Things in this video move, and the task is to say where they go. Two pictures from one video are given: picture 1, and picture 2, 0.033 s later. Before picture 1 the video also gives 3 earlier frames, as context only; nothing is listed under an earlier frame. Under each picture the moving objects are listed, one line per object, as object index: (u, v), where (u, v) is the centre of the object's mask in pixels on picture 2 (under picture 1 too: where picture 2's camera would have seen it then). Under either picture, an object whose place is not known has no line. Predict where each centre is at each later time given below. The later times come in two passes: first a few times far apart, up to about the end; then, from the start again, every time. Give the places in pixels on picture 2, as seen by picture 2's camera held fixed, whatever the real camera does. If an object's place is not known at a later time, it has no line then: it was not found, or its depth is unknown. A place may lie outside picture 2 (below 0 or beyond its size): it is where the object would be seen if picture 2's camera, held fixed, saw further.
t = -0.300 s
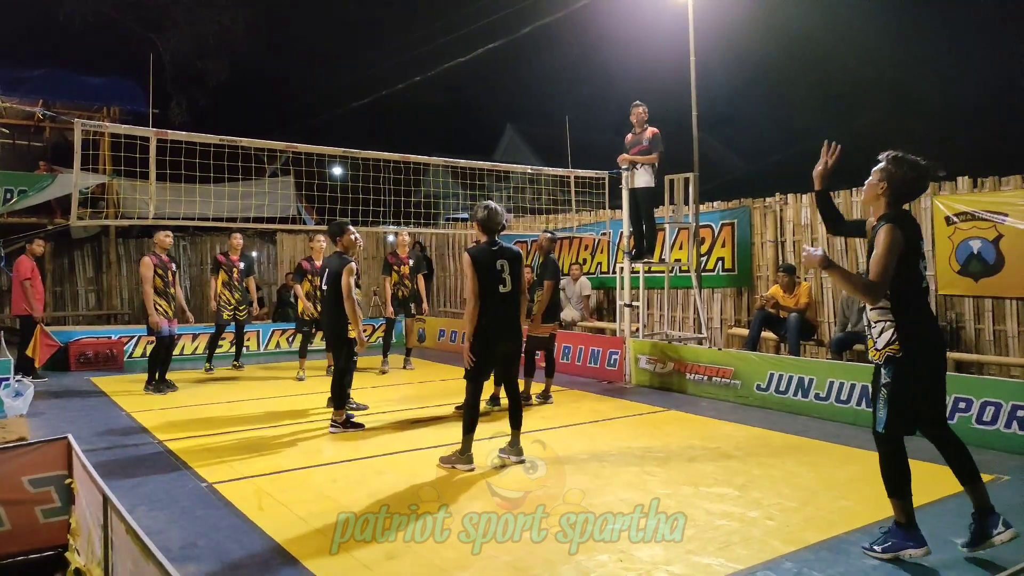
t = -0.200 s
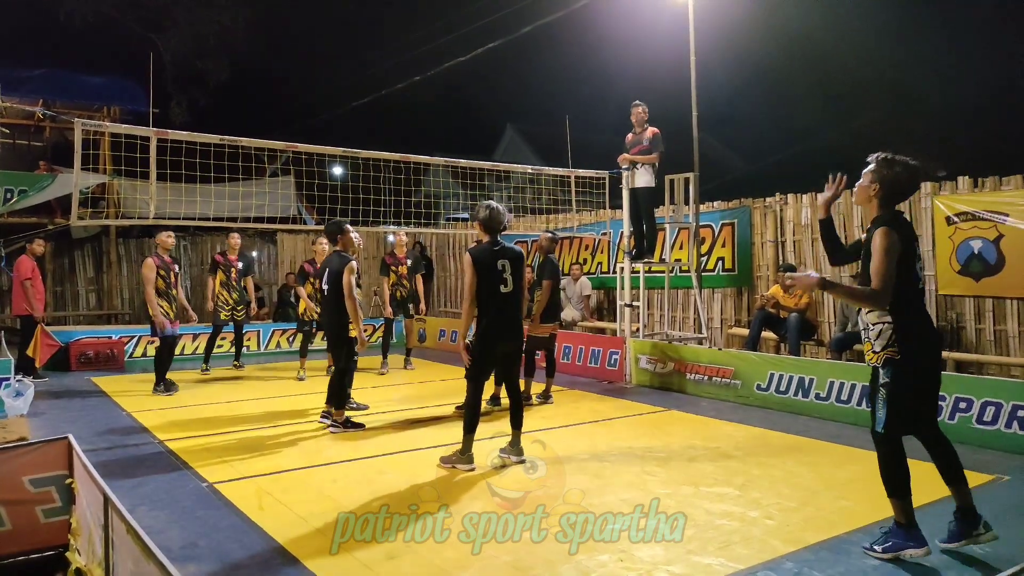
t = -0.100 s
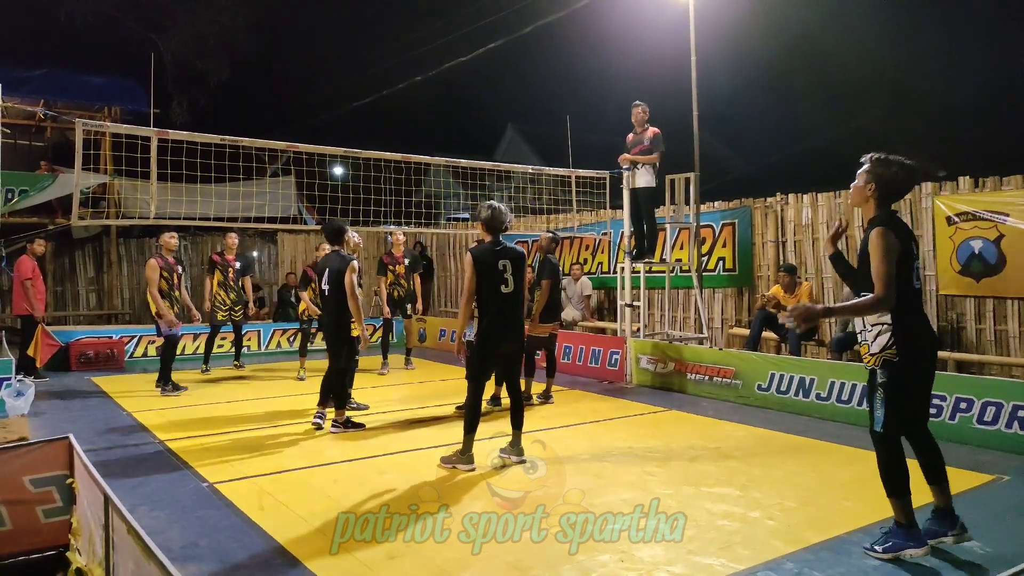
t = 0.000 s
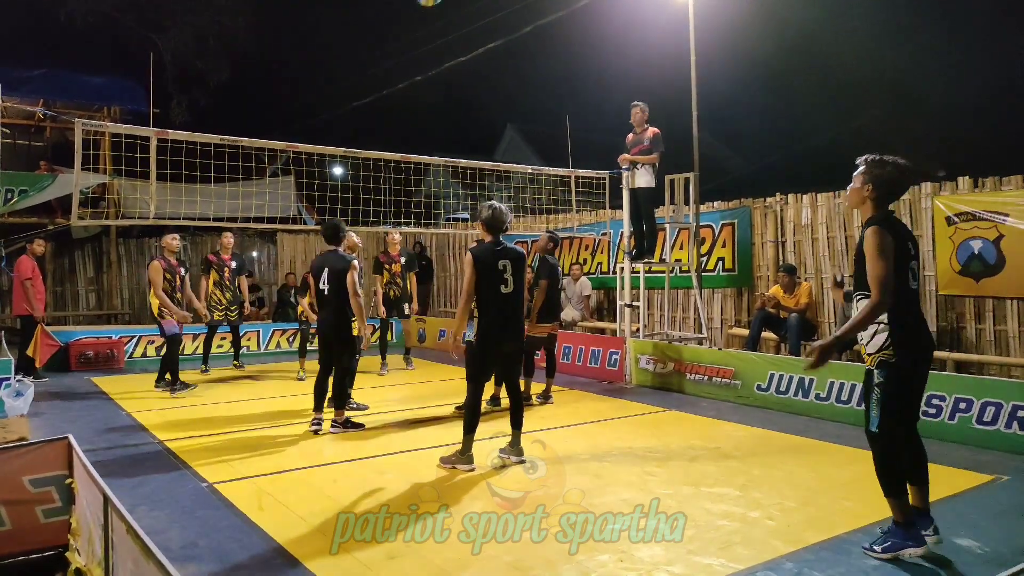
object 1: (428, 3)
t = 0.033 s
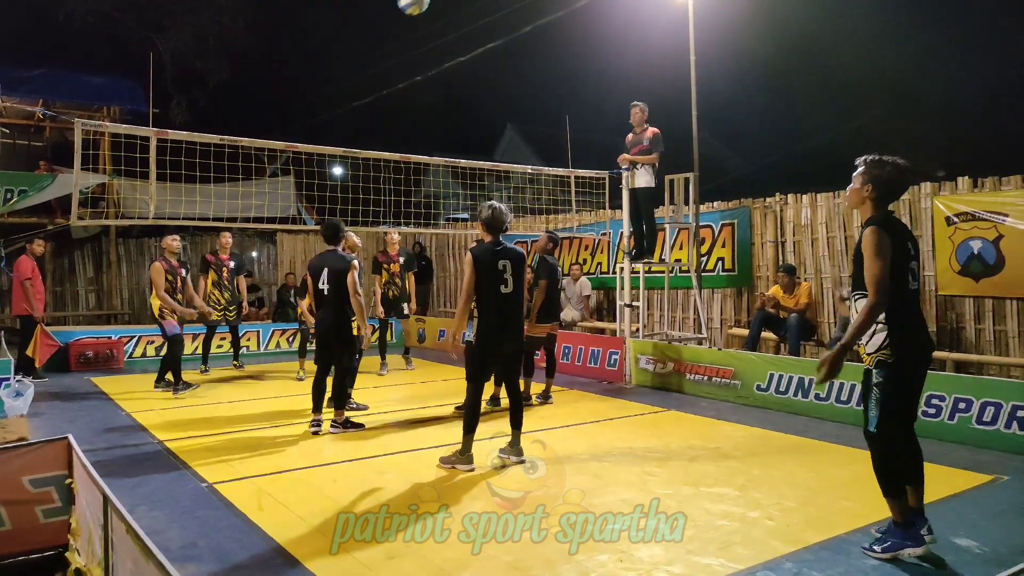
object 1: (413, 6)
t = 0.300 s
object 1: (320, 102)
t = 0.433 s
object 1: (285, 168)
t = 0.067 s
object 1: (399, 11)
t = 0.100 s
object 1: (387, 20)
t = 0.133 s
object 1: (374, 32)
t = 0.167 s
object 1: (362, 44)
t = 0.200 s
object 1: (351, 58)
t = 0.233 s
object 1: (340, 72)
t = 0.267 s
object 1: (330, 87)
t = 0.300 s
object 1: (320, 102)
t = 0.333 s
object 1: (311, 119)
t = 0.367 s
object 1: (302, 133)
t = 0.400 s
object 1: (292, 154)
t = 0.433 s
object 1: (285, 168)
